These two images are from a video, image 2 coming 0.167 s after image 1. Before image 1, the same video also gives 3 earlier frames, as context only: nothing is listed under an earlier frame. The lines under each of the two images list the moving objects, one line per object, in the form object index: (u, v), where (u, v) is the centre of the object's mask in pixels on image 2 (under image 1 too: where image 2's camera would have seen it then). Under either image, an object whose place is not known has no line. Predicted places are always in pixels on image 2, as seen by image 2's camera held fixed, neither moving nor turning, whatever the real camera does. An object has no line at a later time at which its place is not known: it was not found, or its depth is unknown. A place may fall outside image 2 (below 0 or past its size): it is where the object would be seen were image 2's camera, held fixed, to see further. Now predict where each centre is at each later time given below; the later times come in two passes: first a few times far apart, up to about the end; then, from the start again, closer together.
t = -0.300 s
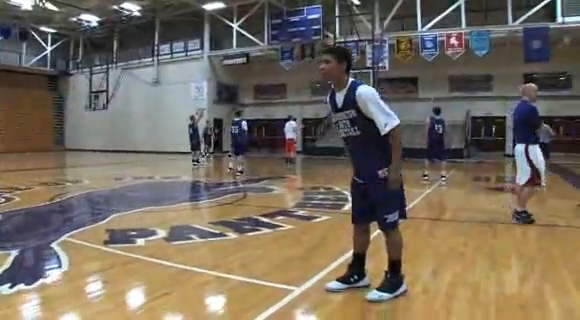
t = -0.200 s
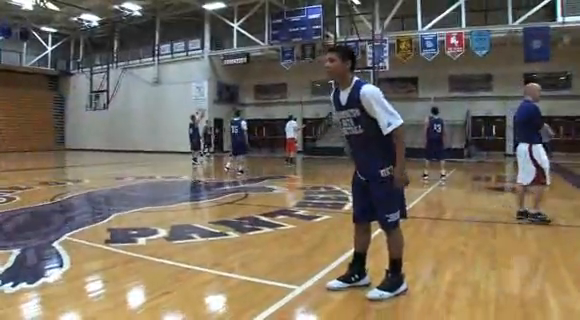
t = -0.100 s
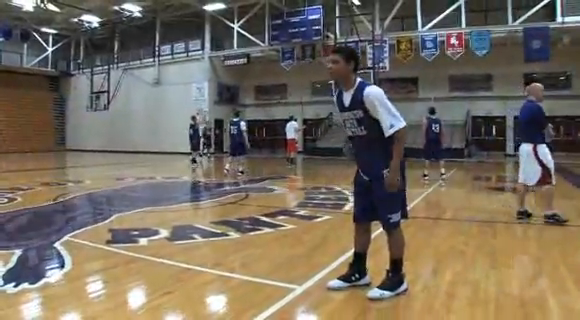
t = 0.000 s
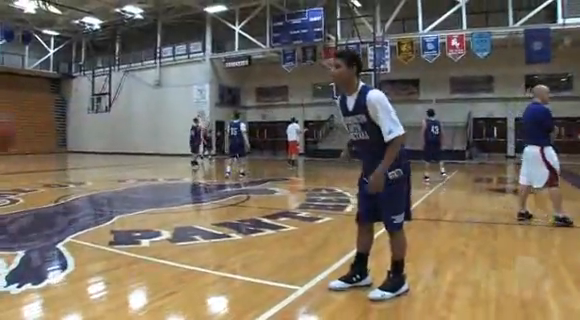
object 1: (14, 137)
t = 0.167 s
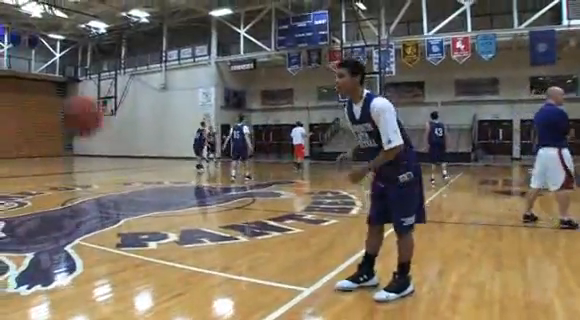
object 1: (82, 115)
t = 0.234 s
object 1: (113, 123)
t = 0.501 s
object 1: (226, 213)
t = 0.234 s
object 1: (113, 123)
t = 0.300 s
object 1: (142, 135)
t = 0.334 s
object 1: (156, 143)
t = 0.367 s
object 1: (169, 152)
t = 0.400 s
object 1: (182, 166)
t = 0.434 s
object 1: (197, 182)
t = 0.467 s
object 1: (213, 194)
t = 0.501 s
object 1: (226, 213)
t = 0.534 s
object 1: (239, 227)
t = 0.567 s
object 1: (253, 250)
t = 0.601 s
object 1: (264, 267)
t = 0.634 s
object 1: (275, 287)
